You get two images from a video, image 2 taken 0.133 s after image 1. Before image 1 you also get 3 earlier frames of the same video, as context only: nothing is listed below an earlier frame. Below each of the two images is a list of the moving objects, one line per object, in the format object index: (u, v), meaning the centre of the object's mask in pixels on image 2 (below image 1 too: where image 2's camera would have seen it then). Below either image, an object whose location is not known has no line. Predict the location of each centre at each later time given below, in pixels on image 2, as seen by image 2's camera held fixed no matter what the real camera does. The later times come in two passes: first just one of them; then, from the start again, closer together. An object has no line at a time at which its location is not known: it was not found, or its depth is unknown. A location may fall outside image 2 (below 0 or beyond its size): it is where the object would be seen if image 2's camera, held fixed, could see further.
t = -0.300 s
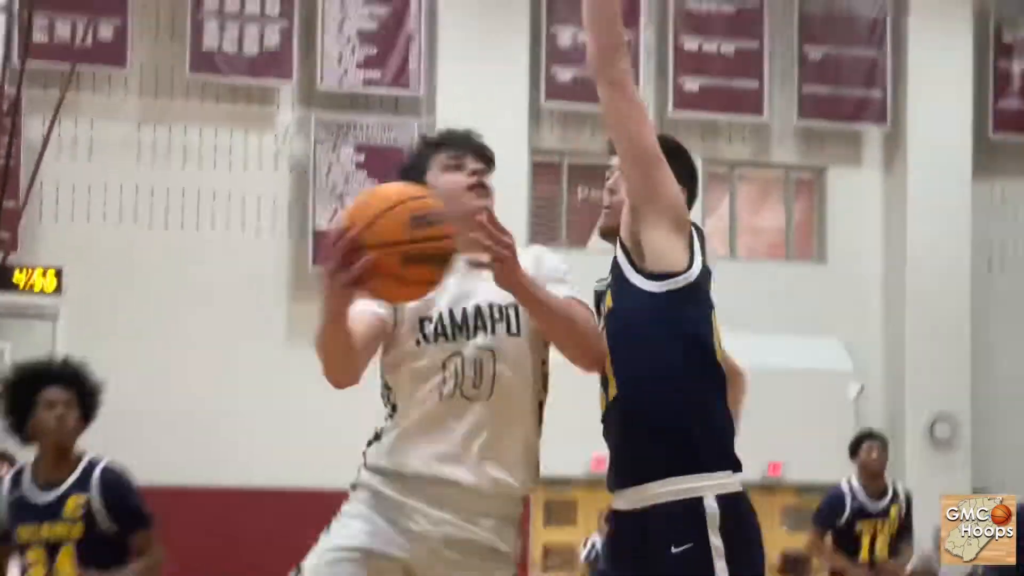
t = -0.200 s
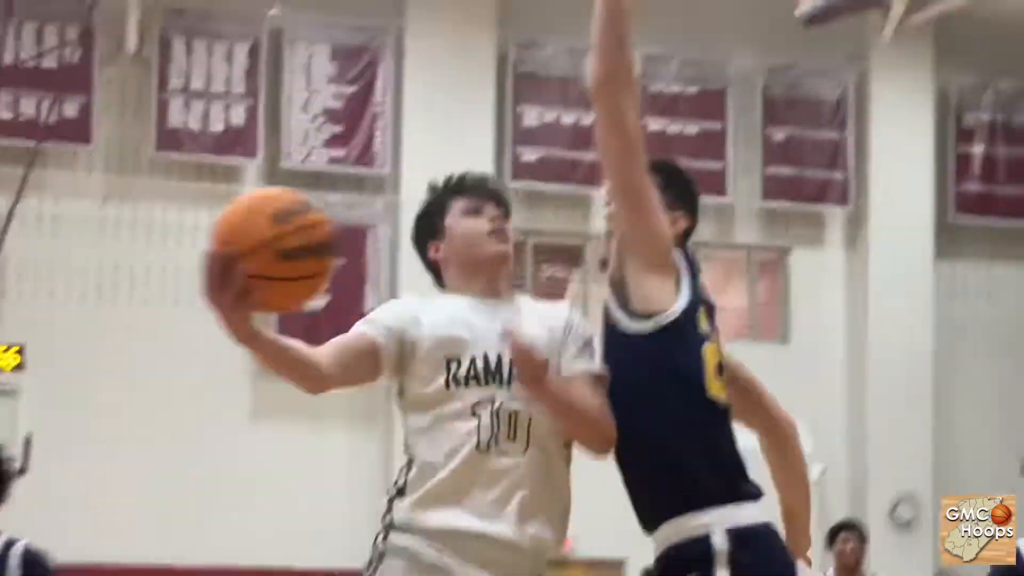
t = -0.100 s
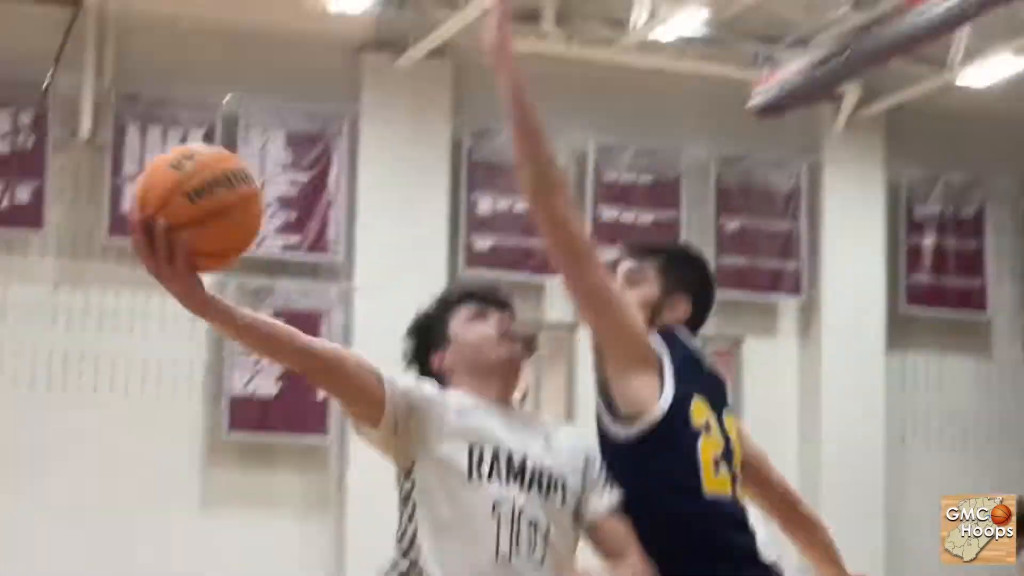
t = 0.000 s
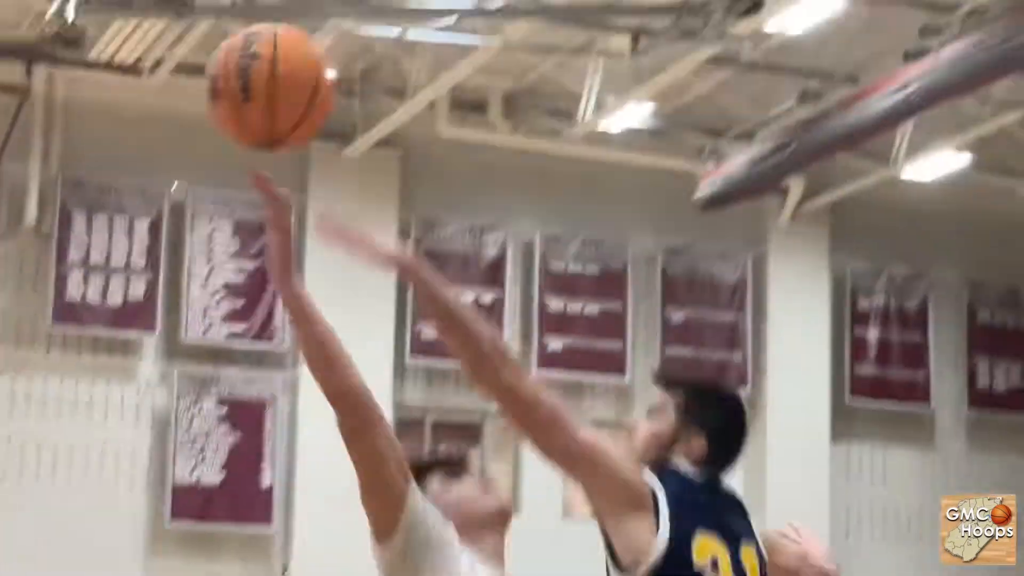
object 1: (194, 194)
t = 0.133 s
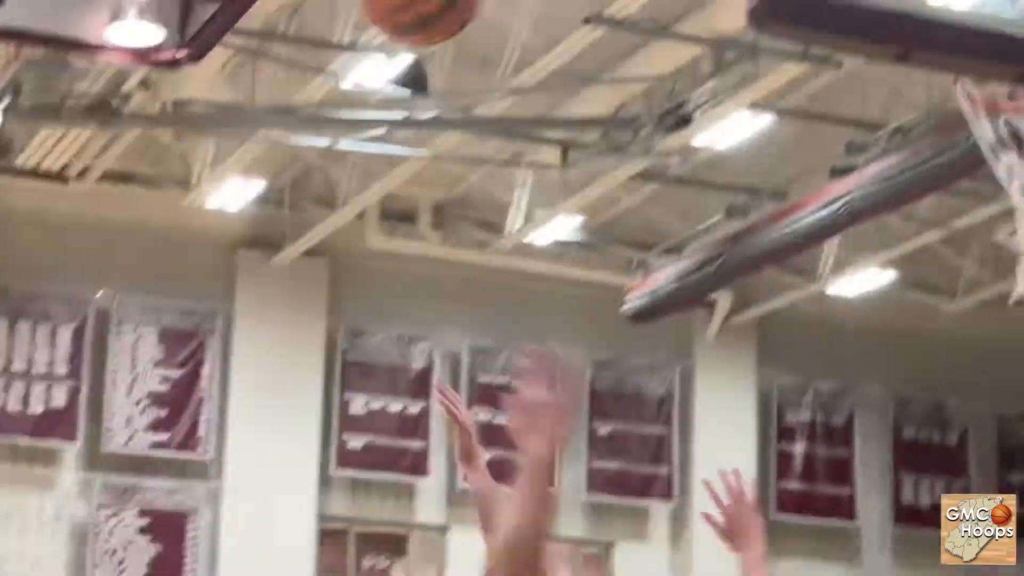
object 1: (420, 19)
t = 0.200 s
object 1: (529, -39)
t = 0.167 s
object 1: (475, -10)
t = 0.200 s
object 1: (529, -39)
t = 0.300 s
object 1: (683, -108)
